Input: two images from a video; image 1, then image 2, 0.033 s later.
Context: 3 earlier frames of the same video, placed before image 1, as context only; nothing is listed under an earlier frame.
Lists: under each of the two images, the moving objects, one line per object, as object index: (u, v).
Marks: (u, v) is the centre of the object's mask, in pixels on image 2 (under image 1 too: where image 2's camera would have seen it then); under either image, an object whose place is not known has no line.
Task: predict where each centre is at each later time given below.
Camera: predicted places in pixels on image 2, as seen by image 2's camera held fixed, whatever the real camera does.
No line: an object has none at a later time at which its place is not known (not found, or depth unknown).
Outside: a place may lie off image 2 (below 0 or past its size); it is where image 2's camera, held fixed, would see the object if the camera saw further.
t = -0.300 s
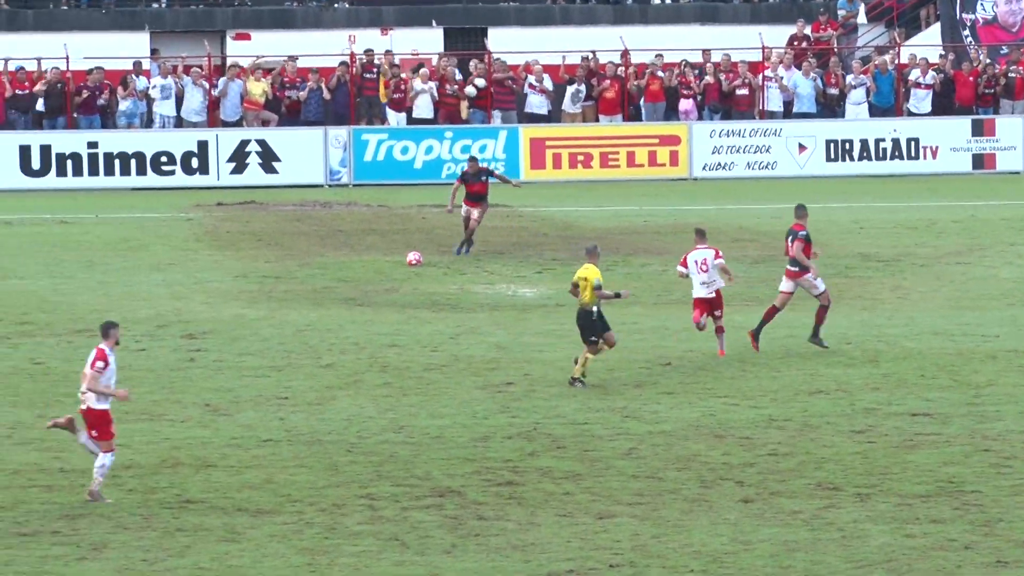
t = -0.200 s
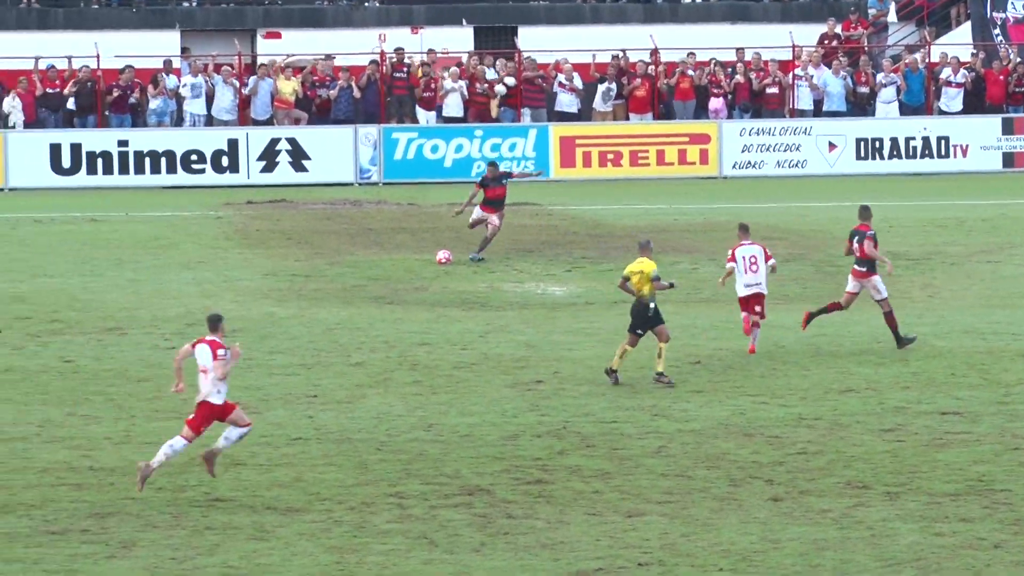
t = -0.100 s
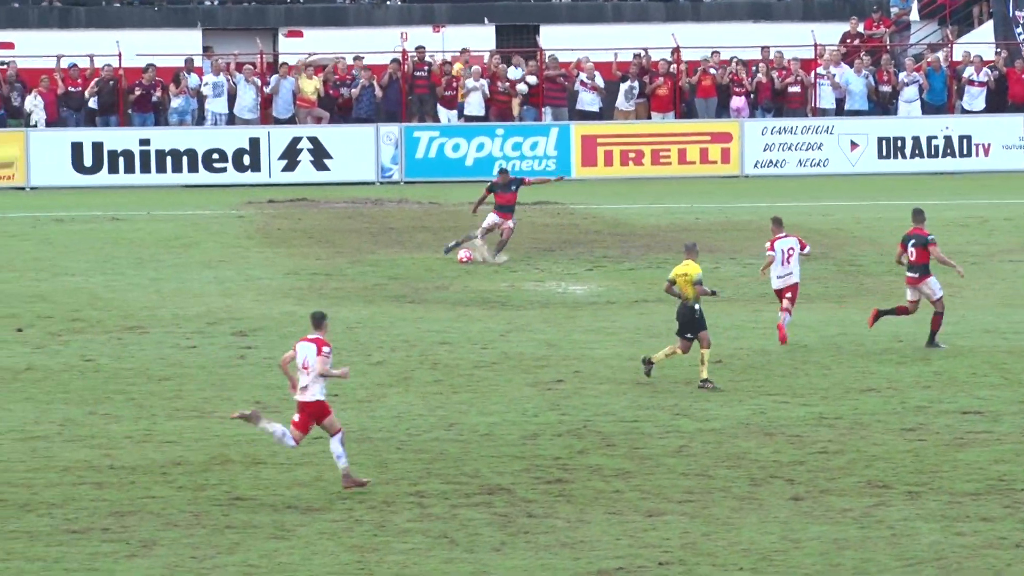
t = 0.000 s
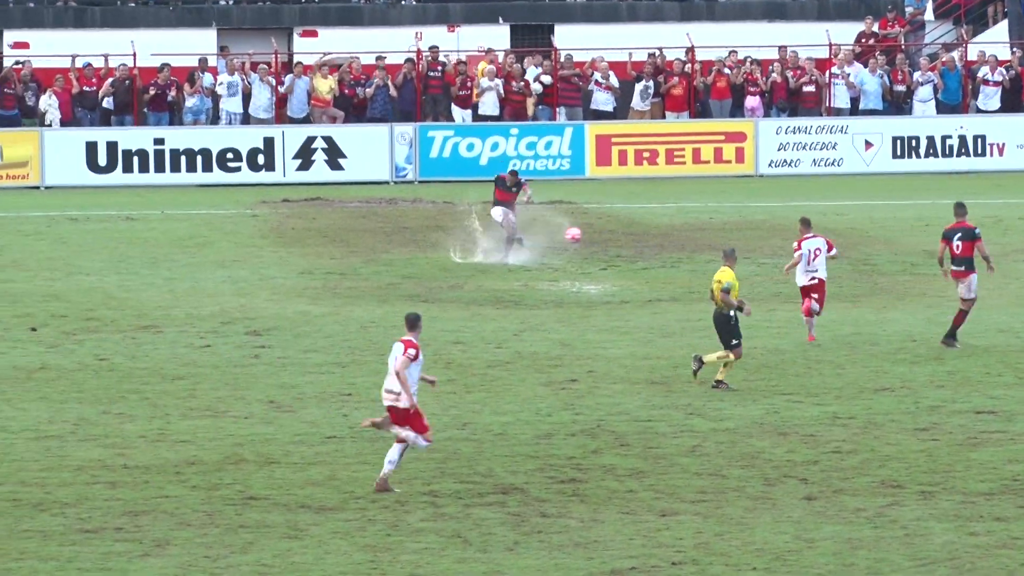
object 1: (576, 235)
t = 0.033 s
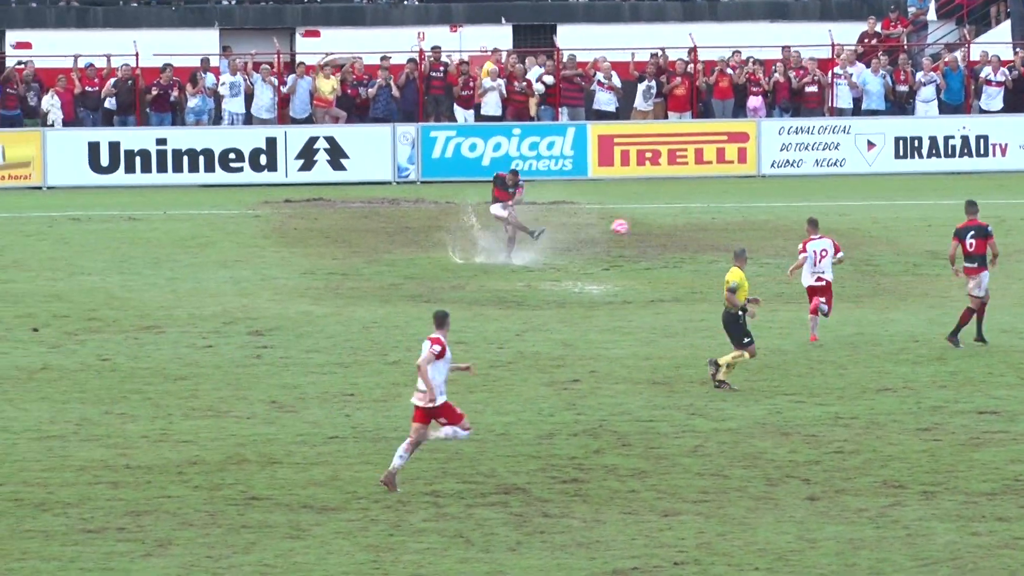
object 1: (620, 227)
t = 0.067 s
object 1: (663, 220)
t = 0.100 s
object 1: (709, 213)
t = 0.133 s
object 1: (754, 208)
